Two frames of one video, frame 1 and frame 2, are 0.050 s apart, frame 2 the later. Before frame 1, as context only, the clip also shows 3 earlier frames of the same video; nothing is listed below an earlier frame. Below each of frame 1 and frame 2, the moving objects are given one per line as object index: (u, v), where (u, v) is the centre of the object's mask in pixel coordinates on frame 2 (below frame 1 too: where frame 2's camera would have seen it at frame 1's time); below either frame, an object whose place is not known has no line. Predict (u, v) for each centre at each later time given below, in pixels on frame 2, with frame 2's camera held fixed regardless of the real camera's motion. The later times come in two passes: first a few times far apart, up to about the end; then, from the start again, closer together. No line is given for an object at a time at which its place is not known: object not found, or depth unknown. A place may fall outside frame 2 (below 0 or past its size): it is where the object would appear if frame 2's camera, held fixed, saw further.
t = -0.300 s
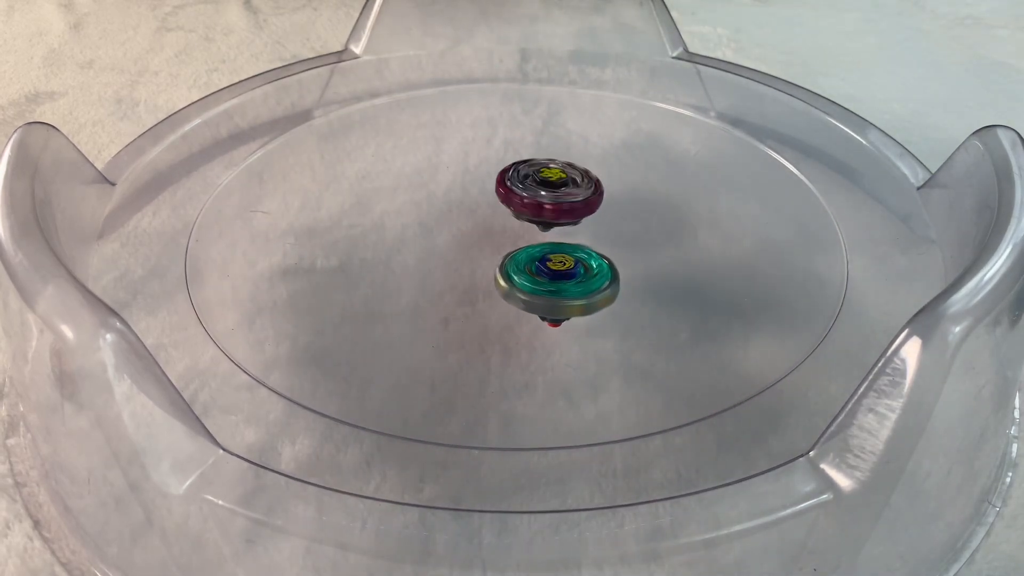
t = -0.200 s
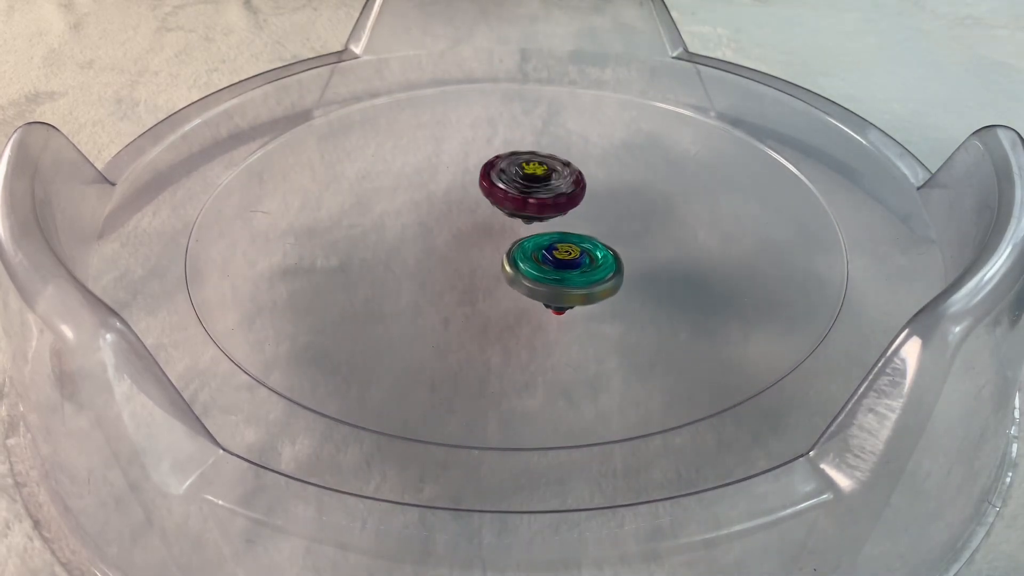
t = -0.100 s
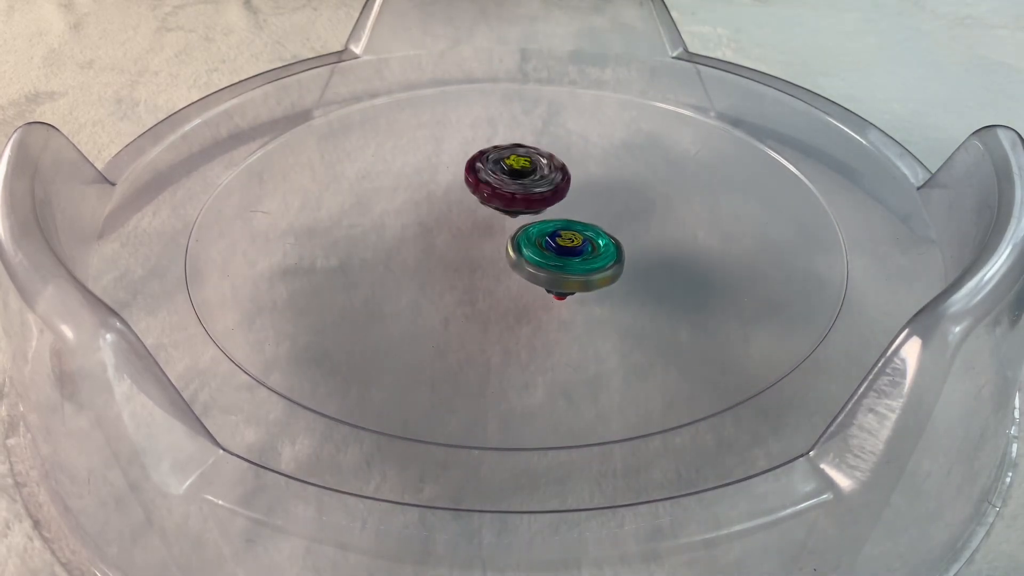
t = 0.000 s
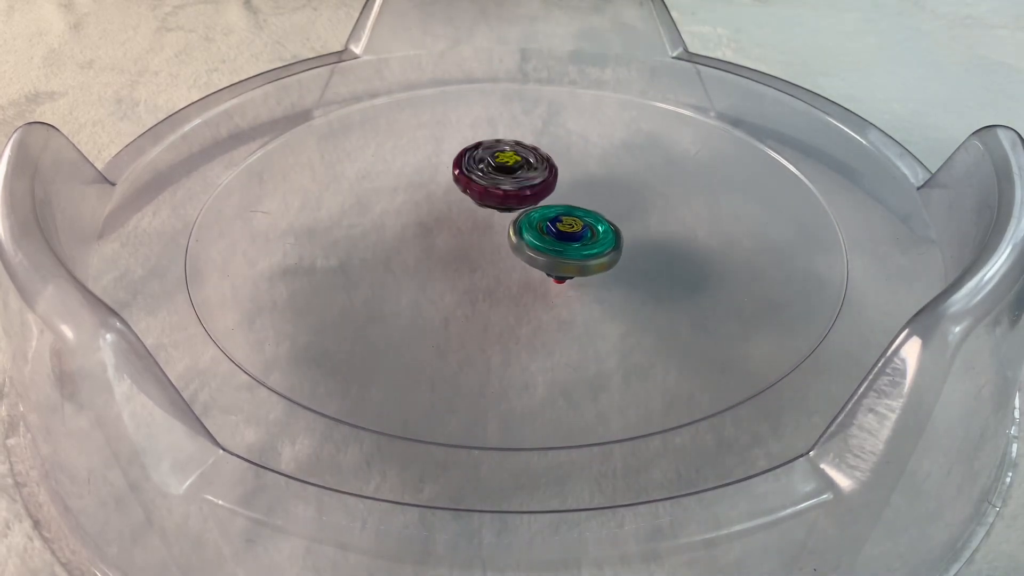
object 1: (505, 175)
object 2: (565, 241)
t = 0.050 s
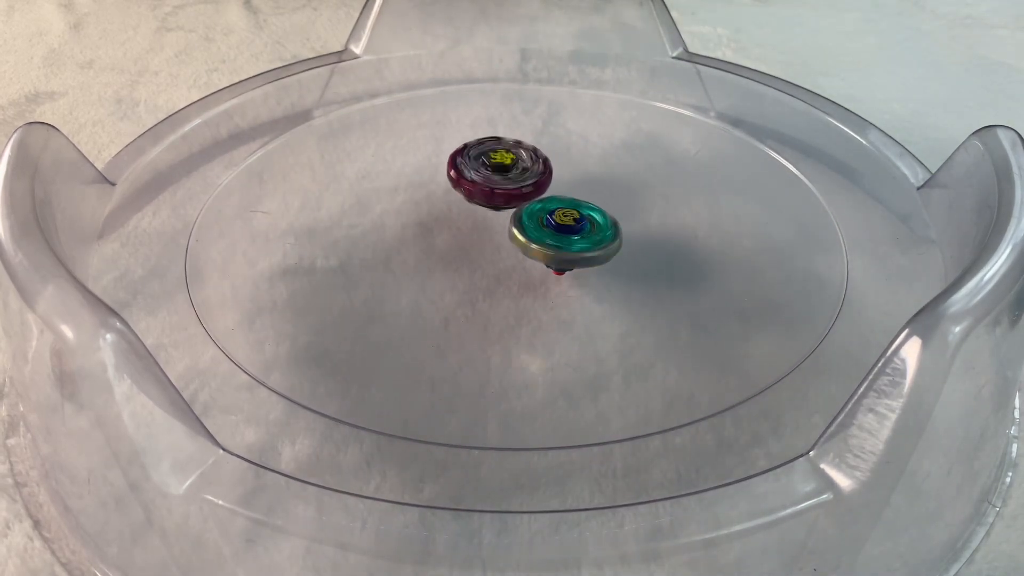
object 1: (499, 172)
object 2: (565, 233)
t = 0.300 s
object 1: (442, 138)
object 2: (628, 244)
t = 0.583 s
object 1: (440, 156)
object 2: (654, 219)
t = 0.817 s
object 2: (629, 206)
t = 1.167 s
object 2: (615, 179)
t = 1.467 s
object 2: (568, 162)
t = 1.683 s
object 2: (525, 167)
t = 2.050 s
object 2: (542, 143)
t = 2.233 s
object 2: (526, 147)
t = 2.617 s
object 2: (499, 194)
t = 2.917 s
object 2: (474, 240)
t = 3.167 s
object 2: (388, 228)
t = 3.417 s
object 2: (377, 228)
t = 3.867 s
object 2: (496, 231)
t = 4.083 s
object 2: (505, 262)
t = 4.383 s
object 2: (552, 280)
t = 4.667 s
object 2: (569, 271)
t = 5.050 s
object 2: (567, 230)
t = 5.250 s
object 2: (567, 205)
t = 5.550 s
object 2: (619, 190)
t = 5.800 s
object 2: (639, 189)
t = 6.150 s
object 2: (587, 216)
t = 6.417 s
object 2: (540, 218)
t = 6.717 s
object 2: (510, 196)
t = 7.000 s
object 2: (521, 171)
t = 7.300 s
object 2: (538, 177)
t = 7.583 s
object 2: (533, 209)
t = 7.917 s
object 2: (479, 191)
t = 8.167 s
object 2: (449, 193)
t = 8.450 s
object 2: (450, 205)
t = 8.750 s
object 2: (478, 229)
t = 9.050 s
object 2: (497, 254)
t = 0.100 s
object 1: (493, 171)
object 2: (564, 226)
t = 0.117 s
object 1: (492, 171)
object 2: (564, 223)
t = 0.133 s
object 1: (490, 171)
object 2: (563, 221)
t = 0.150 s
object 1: (481, 164)
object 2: (574, 226)
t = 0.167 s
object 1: (473, 158)
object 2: (585, 231)
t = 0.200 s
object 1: (459, 147)
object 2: (602, 239)
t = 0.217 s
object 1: (454, 144)
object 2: (609, 242)
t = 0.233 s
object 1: (451, 141)
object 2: (615, 244)
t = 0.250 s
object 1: (448, 140)
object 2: (620, 245)
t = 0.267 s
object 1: (446, 139)
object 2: (623, 246)
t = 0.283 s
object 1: (444, 139)
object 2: (626, 246)
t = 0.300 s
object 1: (442, 138)
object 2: (628, 244)
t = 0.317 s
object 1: (440, 138)
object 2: (631, 243)
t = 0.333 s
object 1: (438, 138)
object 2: (633, 241)
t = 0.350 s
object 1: (437, 138)
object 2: (636, 240)
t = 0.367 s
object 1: (436, 139)
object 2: (639, 238)
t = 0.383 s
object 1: (435, 139)
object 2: (642, 236)
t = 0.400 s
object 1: (434, 140)
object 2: (644, 235)
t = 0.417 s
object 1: (434, 141)
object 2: (646, 233)
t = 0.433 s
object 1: (434, 142)
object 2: (648, 232)
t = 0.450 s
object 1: (434, 143)
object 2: (650, 230)
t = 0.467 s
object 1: (434, 144)
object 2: (651, 228)
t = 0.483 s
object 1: (434, 146)
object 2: (652, 227)
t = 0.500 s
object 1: (435, 147)
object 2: (653, 225)
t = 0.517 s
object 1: (435, 149)
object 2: (653, 224)
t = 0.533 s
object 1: (436, 150)
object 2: (654, 223)
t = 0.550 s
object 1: (437, 152)
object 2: (654, 221)
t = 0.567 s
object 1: (438, 154)
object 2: (654, 220)
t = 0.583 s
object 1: (440, 156)
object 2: (654, 219)
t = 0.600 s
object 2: (653, 217)
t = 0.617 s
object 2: (652, 216)
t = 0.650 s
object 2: (650, 214)
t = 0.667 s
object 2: (649, 213)
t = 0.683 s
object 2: (647, 212)
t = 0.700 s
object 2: (646, 211)
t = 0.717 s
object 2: (644, 210)
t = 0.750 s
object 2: (640, 209)
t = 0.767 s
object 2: (637, 208)
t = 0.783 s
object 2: (635, 207)
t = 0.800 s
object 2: (632, 207)
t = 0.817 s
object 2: (629, 206)
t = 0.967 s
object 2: (598, 202)
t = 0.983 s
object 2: (594, 202)
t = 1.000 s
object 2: (590, 202)
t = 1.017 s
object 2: (585, 202)
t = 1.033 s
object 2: (581, 201)
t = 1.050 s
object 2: (578, 201)
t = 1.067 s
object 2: (578, 199)
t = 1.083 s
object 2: (589, 195)
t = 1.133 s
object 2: (610, 183)
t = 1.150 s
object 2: (613, 181)
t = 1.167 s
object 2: (615, 179)
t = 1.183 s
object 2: (615, 177)
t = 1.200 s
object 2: (613, 176)
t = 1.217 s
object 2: (611, 174)
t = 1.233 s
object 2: (608, 173)
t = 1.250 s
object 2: (605, 172)
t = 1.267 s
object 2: (603, 170)
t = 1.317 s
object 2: (595, 167)
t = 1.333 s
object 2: (592, 166)
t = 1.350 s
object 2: (589, 165)
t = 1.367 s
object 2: (586, 165)
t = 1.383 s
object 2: (583, 164)
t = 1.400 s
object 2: (580, 163)
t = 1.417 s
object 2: (577, 163)
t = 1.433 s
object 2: (574, 162)
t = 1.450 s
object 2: (571, 162)
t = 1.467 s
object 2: (568, 162)
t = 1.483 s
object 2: (564, 162)
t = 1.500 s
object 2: (561, 162)
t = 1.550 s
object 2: (552, 162)
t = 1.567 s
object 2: (548, 163)
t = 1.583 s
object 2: (545, 163)
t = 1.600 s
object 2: (542, 164)
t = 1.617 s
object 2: (539, 164)
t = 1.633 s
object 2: (535, 165)
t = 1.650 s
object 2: (532, 166)
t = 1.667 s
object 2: (529, 167)
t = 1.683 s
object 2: (525, 167)
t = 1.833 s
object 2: (497, 178)
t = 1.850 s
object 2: (495, 179)
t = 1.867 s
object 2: (493, 179)
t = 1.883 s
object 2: (499, 173)
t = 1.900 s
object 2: (508, 167)
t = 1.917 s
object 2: (516, 161)
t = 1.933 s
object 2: (523, 156)
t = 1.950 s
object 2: (529, 151)
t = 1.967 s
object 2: (534, 148)
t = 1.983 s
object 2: (538, 146)
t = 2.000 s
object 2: (541, 144)
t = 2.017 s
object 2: (542, 144)
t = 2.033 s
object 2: (543, 143)
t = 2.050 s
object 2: (542, 143)
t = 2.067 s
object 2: (541, 143)
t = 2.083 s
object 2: (540, 143)
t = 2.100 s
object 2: (538, 143)
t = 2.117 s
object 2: (536, 143)
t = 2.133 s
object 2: (535, 143)
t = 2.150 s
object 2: (534, 143)
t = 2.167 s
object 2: (532, 144)
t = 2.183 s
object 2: (531, 144)
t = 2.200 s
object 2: (529, 144)
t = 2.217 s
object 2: (528, 146)
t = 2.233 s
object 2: (526, 147)
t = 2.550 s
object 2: (504, 184)
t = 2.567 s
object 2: (503, 186)
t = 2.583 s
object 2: (502, 189)
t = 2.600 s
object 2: (500, 192)
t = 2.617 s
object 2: (499, 194)
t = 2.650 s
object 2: (497, 200)
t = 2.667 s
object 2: (496, 203)
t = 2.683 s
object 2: (494, 205)
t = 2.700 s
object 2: (493, 208)
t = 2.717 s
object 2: (491, 211)
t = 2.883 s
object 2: (478, 236)
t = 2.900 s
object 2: (476, 238)
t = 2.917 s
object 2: (474, 240)
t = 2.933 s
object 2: (466, 238)
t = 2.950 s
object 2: (455, 235)
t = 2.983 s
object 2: (436, 228)
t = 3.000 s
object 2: (429, 227)
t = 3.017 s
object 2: (423, 225)
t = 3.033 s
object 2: (418, 225)
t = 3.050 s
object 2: (413, 225)
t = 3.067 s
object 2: (408, 226)
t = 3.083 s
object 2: (404, 226)
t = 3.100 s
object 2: (400, 226)
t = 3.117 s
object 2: (396, 227)
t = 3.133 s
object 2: (393, 227)
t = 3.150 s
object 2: (390, 227)
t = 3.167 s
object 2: (388, 228)
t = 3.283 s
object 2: (375, 228)
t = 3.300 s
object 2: (374, 228)
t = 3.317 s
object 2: (373, 228)
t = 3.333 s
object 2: (373, 228)
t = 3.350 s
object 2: (373, 228)
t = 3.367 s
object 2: (374, 228)
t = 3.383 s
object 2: (374, 228)
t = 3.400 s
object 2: (376, 228)
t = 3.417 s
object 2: (377, 228)
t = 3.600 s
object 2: (407, 229)
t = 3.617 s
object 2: (411, 229)
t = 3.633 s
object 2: (416, 229)
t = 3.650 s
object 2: (420, 229)
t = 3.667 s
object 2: (424, 230)
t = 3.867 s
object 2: (496, 231)
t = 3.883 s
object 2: (503, 231)
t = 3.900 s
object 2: (510, 231)
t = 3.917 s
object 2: (511, 233)
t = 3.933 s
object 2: (503, 239)
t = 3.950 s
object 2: (497, 243)
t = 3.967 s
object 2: (493, 247)
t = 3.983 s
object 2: (490, 250)
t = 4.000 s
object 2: (490, 253)
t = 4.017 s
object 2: (492, 256)
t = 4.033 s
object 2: (495, 258)
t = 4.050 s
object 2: (498, 259)
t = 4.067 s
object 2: (501, 261)
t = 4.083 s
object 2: (505, 262)
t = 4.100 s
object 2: (508, 264)
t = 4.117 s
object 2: (511, 265)
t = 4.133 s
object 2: (515, 267)
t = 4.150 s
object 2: (518, 268)
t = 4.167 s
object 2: (521, 269)
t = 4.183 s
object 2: (524, 271)
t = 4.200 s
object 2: (526, 272)
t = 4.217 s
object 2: (529, 273)
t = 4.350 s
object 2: (548, 279)
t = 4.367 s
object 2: (550, 280)
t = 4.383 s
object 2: (552, 280)
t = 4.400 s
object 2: (554, 280)
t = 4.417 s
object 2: (555, 280)
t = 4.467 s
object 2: (560, 280)
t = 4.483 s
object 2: (561, 280)
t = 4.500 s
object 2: (562, 280)
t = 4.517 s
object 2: (563, 279)
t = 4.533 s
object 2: (564, 279)
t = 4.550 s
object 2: (565, 278)
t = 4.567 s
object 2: (566, 278)
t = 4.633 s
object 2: (568, 274)
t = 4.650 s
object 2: (568, 273)
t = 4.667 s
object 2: (569, 271)
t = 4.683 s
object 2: (569, 270)
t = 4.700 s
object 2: (569, 269)
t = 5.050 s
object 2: (567, 230)
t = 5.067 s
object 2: (567, 228)
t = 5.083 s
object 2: (567, 225)
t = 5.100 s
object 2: (567, 223)
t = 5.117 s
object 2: (567, 221)
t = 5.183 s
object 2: (566, 213)
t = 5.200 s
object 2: (567, 211)
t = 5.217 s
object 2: (567, 209)
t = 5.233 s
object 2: (567, 207)
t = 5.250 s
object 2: (567, 205)
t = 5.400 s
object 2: (568, 190)
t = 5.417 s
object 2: (568, 188)
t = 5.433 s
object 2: (568, 187)
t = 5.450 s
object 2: (578, 187)
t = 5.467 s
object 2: (589, 188)
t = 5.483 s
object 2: (598, 188)
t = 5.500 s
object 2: (606, 189)
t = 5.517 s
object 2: (612, 190)
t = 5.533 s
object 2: (616, 190)
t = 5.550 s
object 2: (619, 190)
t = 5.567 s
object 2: (621, 190)
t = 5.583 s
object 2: (624, 189)
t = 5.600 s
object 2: (626, 188)
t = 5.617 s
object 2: (628, 188)
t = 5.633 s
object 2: (629, 188)
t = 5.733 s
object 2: (638, 187)
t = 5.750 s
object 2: (638, 188)
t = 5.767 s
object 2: (639, 188)
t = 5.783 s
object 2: (639, 189)
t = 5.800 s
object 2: (639, 189)
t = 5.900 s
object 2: (634, 196)
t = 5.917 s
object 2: (633, 197)
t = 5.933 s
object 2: (631, 199)
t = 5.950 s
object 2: (629, 200)
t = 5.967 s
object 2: (626, 201)
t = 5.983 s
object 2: (624, 203)
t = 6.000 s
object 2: (621, 204)
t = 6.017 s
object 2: (618, 206)
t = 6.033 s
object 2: (615, 207)
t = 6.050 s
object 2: (612, 209)
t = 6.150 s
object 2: (587, 216)
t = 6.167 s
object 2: (582, 218)
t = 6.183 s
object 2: (577, 219)
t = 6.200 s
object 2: (571, 221)
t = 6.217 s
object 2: (567, 222)
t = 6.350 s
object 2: (554, 219)
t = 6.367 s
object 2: (551, 219)
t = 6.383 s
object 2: (548, 219)
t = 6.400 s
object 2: (544, 219)
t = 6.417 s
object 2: (540, 218)
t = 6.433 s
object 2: (537, 218)
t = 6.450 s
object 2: (534, 217)
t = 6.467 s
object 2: (530, 217)
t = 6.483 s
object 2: (527, 216)
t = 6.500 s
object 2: (523, 216)
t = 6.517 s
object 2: (521, 215)
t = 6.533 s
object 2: (517, 214)
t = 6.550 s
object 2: (514, 214)
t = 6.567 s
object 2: (511, 213)
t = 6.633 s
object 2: (501, 209)
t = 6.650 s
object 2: (498, 208)
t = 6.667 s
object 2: (497, 207)
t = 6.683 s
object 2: (502, 202)
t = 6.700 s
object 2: (507, 199)
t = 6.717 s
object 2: (510, 196)
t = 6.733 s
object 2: (513, 193)
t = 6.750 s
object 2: (515, 191)
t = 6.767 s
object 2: (516, 189)
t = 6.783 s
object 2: (516, 187)
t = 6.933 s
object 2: (518, 174)
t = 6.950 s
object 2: (519, 173)
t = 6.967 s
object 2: (519, 172)
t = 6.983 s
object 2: (520, 171)
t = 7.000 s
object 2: (521, 171)
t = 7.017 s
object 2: (522, 170)
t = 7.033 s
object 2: (523, 170)
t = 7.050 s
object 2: (524, 169)
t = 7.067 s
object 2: (525, 169)
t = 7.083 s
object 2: (526, 169)
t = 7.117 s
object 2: (528, 169)
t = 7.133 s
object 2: (529, 169)
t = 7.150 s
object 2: (531, 169)
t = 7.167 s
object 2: (532, 170)
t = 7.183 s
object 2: (533, 170)
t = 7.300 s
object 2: (538, 177)
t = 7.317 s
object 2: (539, 178)
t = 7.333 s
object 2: (540, 179)
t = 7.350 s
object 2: (540, 181)
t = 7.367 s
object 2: (540, 182)
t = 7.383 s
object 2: (540, 184)
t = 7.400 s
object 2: (540, 186)
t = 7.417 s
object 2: (540, 188)
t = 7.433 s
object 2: (540, 191)
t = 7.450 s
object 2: (540, 192)
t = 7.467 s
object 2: (539, 194)
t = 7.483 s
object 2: (539, 197)
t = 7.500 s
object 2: (538, 199)
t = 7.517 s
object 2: (537, 200)
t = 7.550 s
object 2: (536, 205)
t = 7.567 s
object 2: (535, 207)
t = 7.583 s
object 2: (533, 209)
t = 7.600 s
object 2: (532, 211)
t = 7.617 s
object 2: (530, 213)
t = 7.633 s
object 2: (529, 214)
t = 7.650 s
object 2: (526, 210)
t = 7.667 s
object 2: (524, 205)
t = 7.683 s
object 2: (521, 200)
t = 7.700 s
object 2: (519, 197)
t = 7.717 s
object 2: (516, 194)
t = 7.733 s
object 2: (513, 192)
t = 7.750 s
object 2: (511, 191)
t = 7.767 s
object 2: (507, 191)
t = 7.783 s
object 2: (504, 191)
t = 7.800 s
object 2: (500, 191)
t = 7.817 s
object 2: (497, 192)
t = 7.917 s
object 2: (479, 191)
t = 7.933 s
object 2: (476, 191)
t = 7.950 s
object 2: (473, 192)
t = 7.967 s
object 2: (471, 191)
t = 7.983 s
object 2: (469, 191)
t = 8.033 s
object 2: (462, 191)
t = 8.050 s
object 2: (460, 192)
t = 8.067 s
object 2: (458, 192)
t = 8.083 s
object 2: (456, 192)
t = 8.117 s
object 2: (453, 193)
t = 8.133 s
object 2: (451, 192)
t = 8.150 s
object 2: (450, 193)
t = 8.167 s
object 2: (449, 193)
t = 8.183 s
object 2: (448, 193)
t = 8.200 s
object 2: (447, 194)
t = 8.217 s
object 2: (447, 194)
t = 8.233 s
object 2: (446, 195)
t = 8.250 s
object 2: (446, 195)
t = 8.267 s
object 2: (445, 196)
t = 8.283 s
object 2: (445, 196)
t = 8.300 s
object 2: (445, 197)
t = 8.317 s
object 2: (445, 198)
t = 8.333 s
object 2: (446, 199)
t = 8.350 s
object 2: (446, 199)
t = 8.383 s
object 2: (447, 201)
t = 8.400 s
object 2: (448, 202)
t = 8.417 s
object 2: (448, 203)
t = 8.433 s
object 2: (449, 204)
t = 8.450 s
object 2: (450, 205)
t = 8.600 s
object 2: (462, 216)
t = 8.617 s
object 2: (463, 218)
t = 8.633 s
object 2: (465, 219)
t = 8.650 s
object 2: (467, 220)
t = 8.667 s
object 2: (468, 222)
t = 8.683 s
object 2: (470, 223)
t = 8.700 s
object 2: (472, 225)
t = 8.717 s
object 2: (474, 226)
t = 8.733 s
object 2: (476, 227)
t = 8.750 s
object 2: (478, 229)
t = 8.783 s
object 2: (481, 232)
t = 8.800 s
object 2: (483, 233)
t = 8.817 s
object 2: (485, 235)
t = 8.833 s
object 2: (487, 236)
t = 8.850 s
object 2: (488, 238)
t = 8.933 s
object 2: (496, 245)
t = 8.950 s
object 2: (498, 246)
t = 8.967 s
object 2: (499, 248)
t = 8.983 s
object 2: (500, 249)
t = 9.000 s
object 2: (502, 250)
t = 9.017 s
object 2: (503, 252)
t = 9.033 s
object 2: (505, 253)
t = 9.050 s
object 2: (497, 254)
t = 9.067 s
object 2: (488, 255)
